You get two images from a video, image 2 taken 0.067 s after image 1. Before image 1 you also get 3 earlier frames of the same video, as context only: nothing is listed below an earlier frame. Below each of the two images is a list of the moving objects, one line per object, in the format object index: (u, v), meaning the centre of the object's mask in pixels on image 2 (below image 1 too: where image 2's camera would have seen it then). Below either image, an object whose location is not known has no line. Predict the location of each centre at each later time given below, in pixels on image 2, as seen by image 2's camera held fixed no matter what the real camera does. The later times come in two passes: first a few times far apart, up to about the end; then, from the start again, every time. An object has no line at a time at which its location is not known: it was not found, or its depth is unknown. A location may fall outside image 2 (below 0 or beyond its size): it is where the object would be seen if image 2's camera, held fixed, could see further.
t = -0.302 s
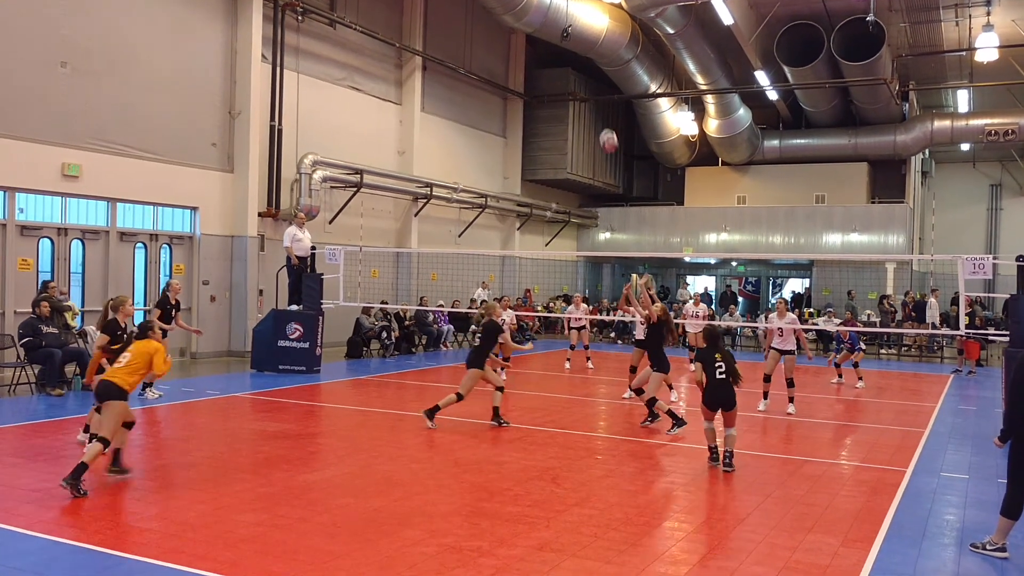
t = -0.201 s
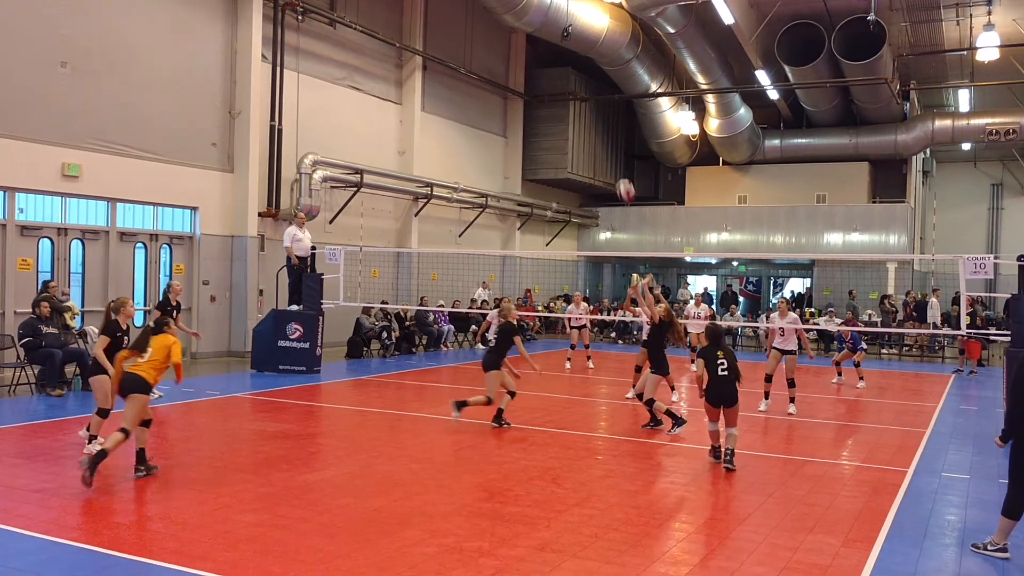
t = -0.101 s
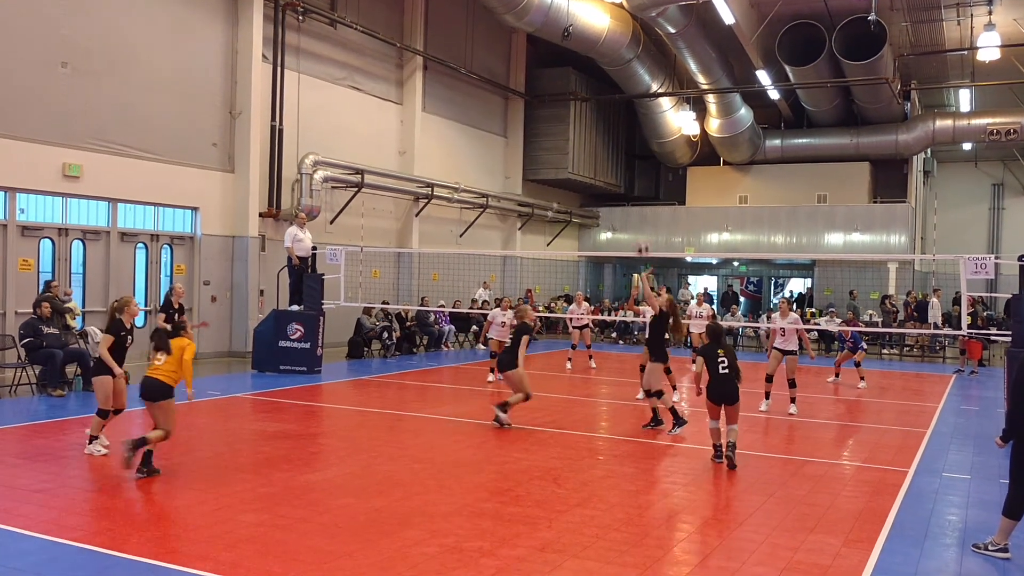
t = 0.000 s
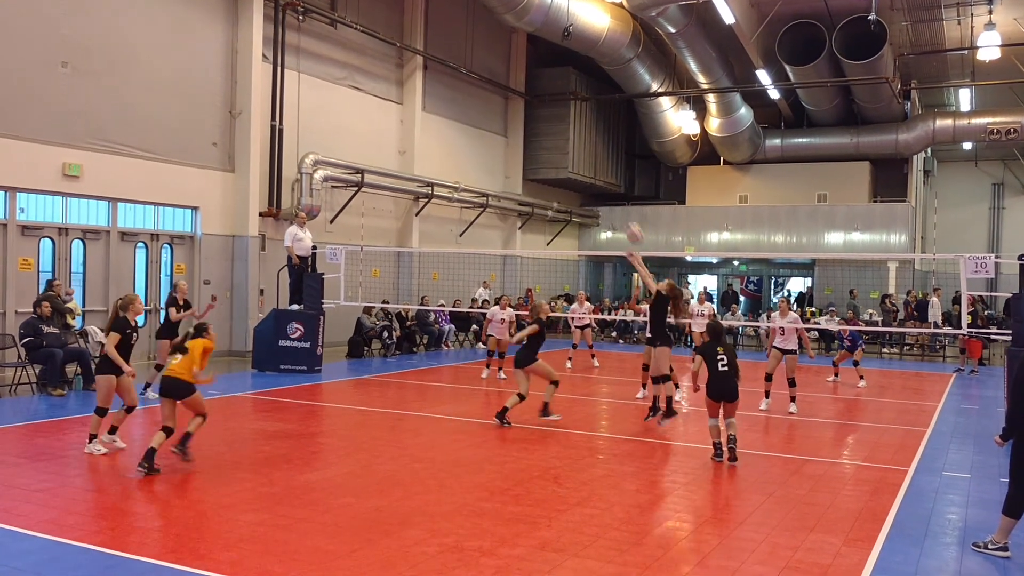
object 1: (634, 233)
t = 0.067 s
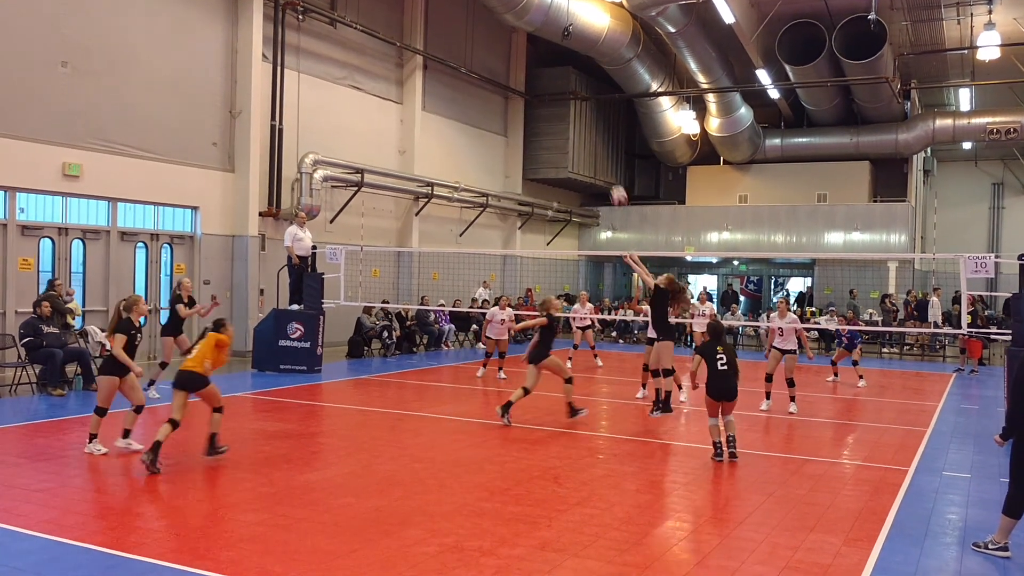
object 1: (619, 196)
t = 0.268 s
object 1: (573, 111)
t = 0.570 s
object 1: (511, 49)
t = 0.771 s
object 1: (471, 46)
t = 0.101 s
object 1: (611, 179)
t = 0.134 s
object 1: (603, 163)
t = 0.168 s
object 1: (596, 148)
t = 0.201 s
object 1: (588, 135)
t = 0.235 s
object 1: (581, 123)
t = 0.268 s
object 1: (573, 111)
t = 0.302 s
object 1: (566, 101)
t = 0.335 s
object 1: (560, 91)
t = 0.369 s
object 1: (552, 82)
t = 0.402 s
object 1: (545, 75)
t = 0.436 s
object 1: (538, 68)
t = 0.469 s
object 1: (532, 62)
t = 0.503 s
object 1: (525, 57)
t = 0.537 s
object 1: (518, 52)
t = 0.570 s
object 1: (511, 49)
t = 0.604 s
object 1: (505, 47)
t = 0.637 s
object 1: (498, 45)
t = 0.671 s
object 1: (492, 45)
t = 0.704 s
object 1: (485, 44)
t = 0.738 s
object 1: (478, 45)
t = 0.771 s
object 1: (471, 46)
